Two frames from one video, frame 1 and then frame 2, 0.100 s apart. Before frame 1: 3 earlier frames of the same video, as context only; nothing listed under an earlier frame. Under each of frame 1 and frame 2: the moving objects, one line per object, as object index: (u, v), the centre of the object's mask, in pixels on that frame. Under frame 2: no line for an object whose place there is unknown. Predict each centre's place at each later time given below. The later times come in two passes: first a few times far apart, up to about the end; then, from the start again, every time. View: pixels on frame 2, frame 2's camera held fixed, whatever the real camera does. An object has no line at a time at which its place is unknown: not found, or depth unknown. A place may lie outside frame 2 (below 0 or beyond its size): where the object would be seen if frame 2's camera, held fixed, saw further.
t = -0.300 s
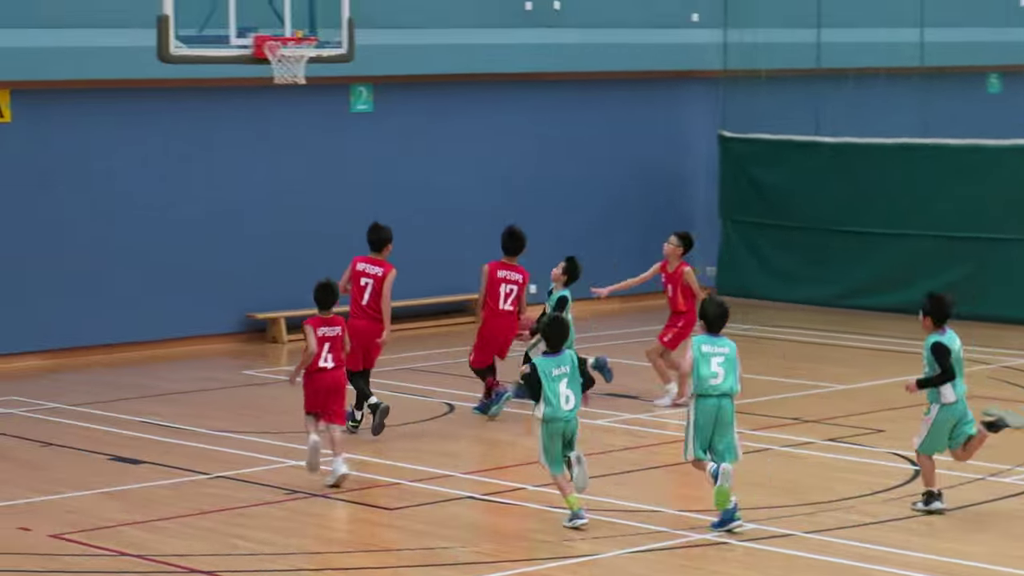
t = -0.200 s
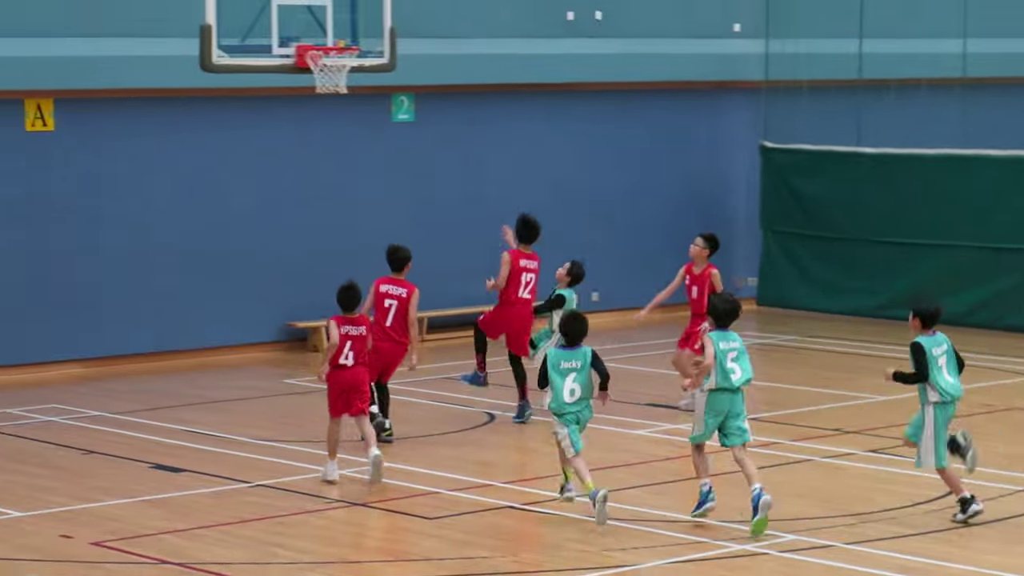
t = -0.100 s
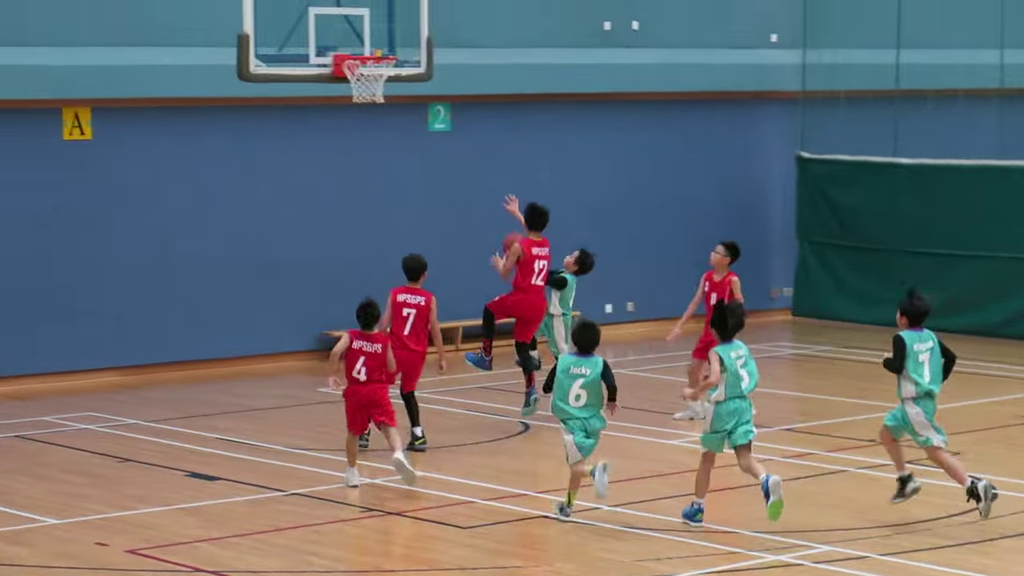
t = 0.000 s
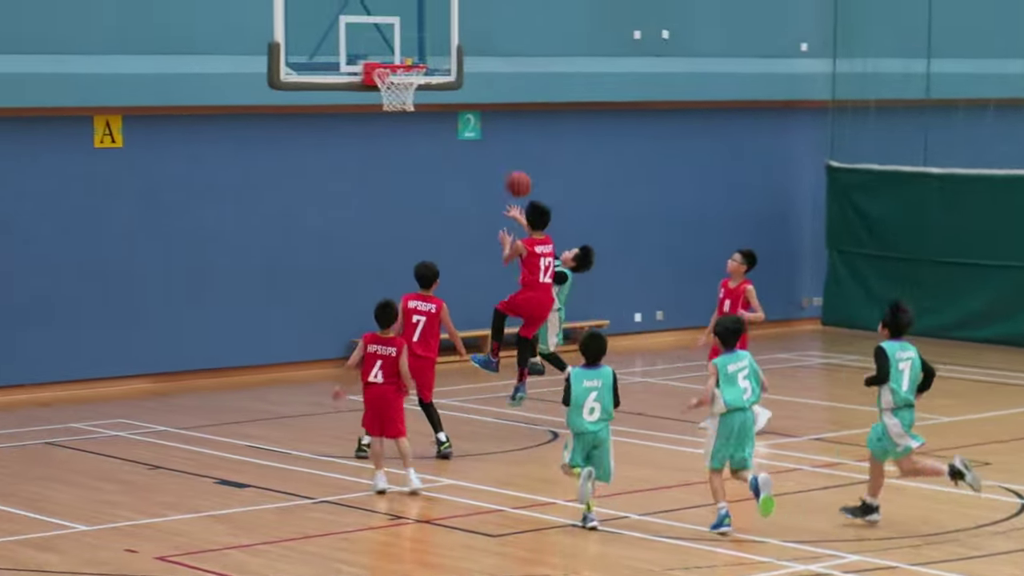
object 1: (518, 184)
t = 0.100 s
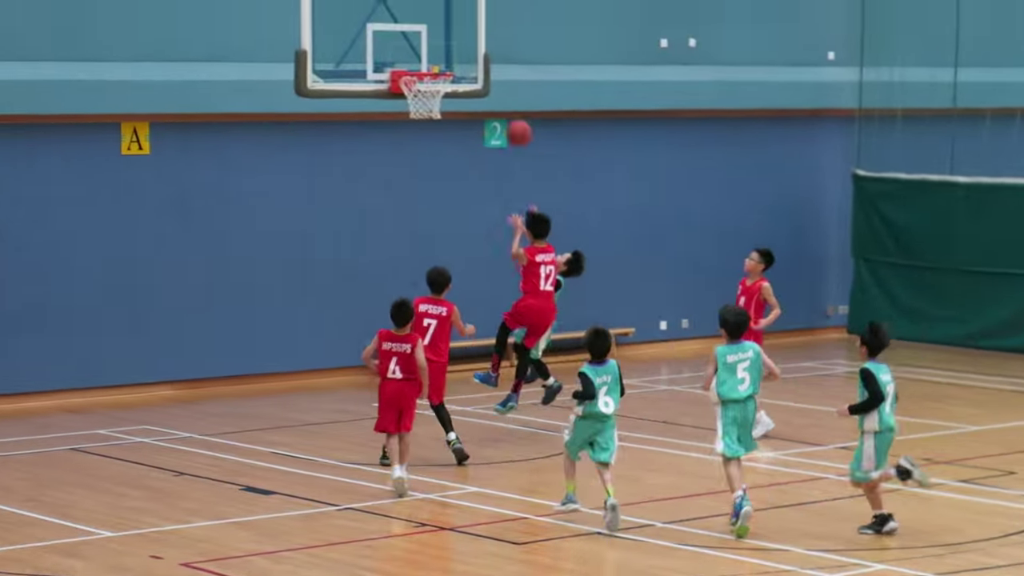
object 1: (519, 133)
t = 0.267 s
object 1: (476, 62)
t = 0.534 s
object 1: (454, 31)
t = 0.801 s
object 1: (439, 52)
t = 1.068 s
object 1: (418, 63)
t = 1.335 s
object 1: (425, 93)
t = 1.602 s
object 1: (431, 136)
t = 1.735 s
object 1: (437, 184)
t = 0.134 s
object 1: (511, 116)
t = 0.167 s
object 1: (502, 101)
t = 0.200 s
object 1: (494, 86)
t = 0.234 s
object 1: (485, 74)
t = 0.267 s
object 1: (476, 62)
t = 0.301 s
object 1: (468, 52)
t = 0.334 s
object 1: (460, 43)
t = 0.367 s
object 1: (457, 37)
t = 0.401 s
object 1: (457, 33)
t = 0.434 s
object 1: (456, 31)
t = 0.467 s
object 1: (455, 30)
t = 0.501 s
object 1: (454, 30)
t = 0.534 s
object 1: (454, 31)
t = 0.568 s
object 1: (453, 34)
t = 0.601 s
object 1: (453, 38)
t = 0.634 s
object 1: (452, 43)
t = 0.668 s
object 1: (451, 50)
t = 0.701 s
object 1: (450, 58)
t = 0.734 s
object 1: (447, 57)
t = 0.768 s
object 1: (443, 54)
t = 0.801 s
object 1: (439, 52)
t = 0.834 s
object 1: (435, 52)
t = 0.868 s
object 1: (431, 53)
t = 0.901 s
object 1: (427, 55)
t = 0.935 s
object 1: (424, 59)
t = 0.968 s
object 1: (419, 62)
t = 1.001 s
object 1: (418, 63)
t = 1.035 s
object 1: (418, 63)
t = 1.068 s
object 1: (418, 63)
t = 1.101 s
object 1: (419, 65)
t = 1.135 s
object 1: (418, 66)
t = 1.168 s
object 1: (422, 77)
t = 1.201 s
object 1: (422, 84)
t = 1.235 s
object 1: (422, 86)
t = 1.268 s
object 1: (424, 88)
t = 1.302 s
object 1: (425, 98)
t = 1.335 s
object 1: (425, 93)
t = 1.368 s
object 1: (429, 98)
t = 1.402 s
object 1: (429, 103)
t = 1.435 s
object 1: (424, 101)
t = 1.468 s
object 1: (427, 108)
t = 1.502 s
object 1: (429, 115)
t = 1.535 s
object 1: (430, 123)
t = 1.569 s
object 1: (431, 128)
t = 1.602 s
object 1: (431, 136)
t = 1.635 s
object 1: (433, 145)
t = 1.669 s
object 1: (435, 157)
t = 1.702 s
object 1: (435, 170)
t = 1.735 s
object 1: (437, 184)
